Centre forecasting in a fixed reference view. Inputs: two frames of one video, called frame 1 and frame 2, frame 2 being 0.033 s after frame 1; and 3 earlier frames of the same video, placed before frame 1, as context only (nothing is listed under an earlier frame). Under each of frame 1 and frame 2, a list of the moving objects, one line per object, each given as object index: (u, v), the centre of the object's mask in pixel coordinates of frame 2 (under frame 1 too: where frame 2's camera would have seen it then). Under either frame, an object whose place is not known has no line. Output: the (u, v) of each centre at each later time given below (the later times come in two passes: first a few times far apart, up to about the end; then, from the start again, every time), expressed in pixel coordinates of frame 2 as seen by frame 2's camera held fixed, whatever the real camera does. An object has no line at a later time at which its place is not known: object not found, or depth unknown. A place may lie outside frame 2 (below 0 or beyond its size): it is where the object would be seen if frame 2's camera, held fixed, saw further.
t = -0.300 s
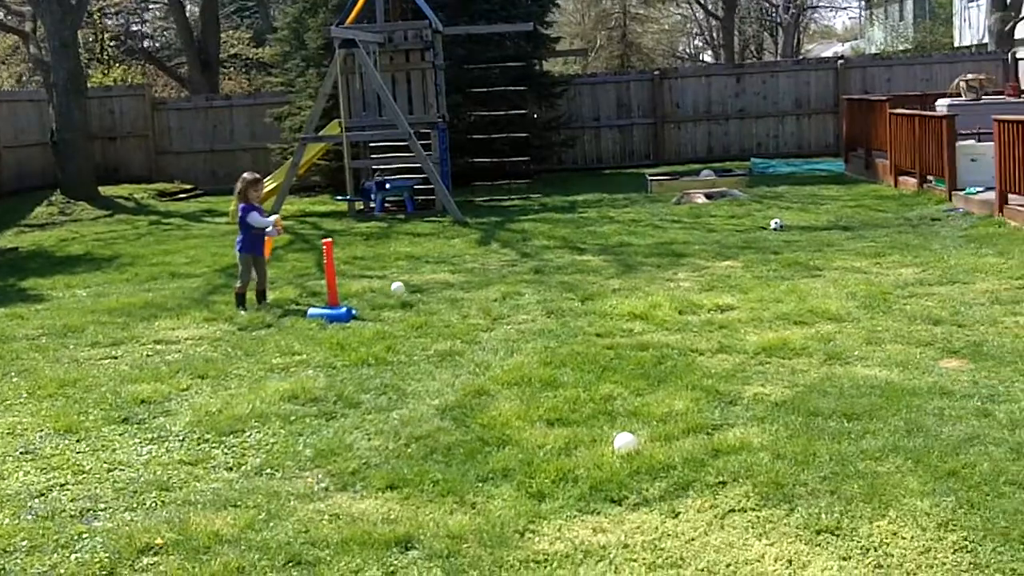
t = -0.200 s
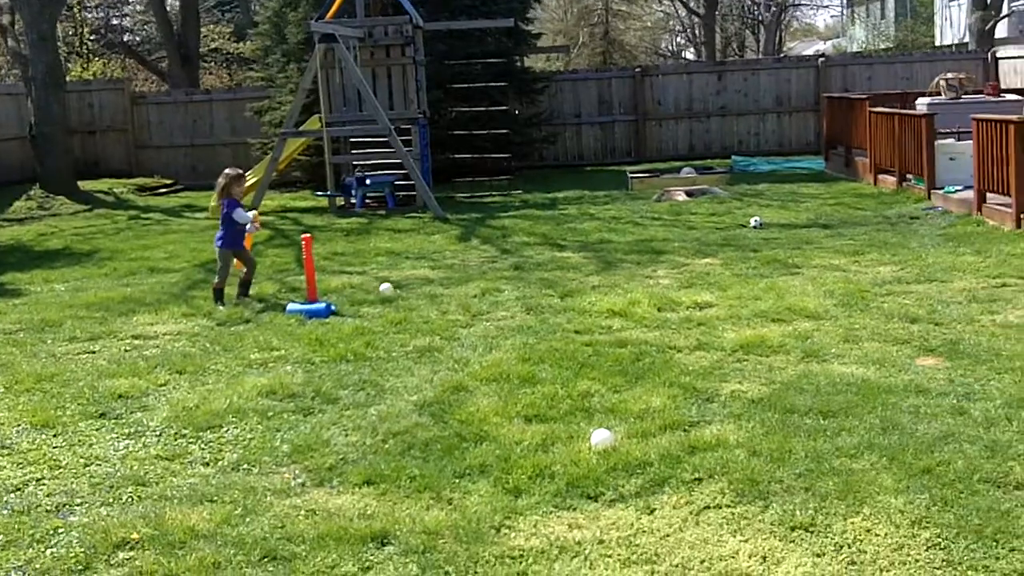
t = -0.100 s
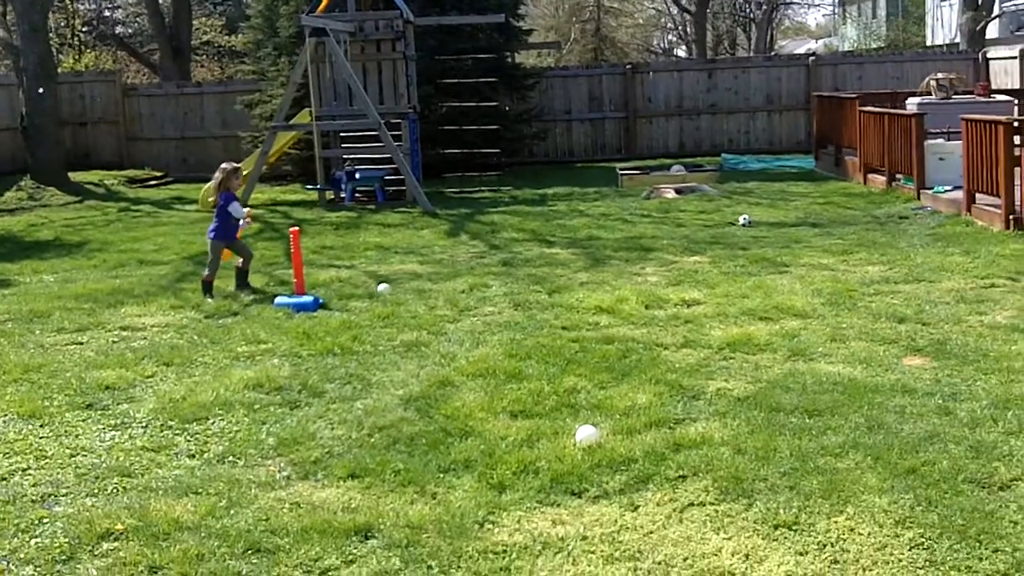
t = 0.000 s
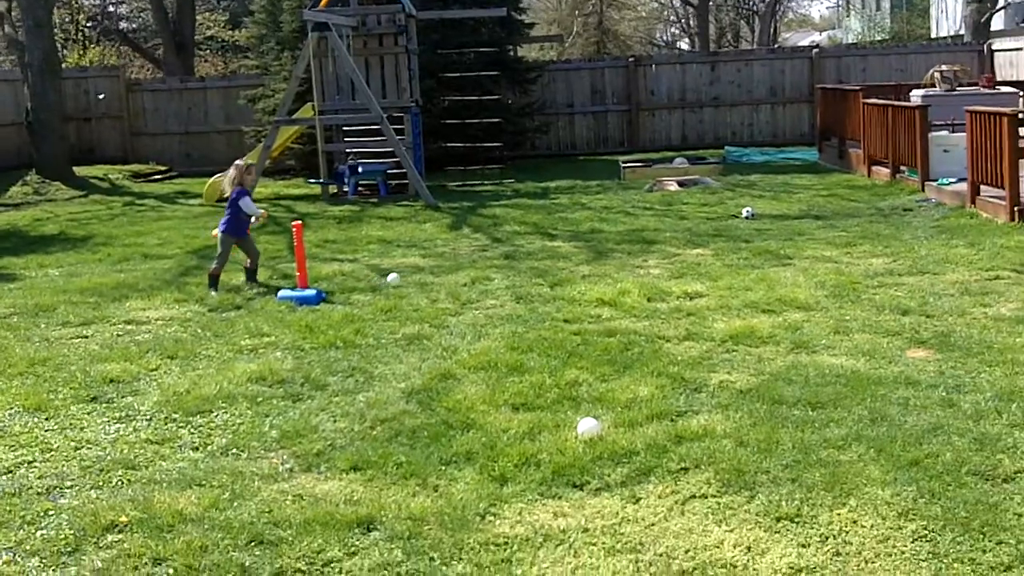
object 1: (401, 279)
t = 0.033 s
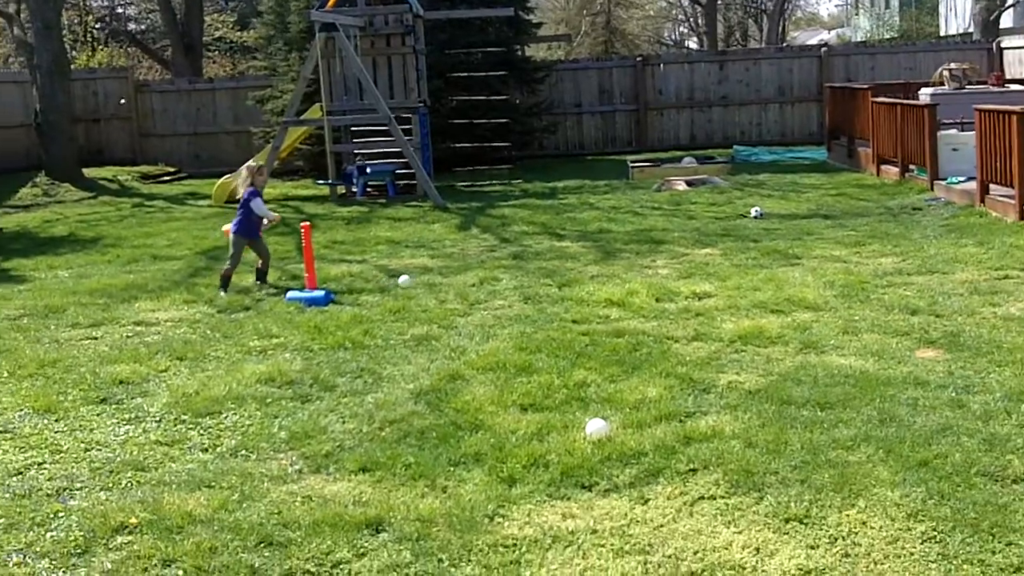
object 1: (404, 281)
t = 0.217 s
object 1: (417, 281)
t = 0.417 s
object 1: (427, 282)
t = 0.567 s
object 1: (429, 282)
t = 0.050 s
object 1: (406, 282)
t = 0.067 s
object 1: (407, 282)
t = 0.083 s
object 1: (408, 282)
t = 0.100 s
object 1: (409, 282)
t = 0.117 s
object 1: (410, 281)
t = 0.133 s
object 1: (411, 281)
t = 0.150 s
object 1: (412, 281)
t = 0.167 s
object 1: (413, 280)
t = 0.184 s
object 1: (414, 281)
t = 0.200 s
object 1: (415, 281)
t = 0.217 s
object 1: (417, 281)
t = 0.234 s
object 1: (418, 281)
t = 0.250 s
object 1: (420, 282)
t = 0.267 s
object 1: (420, 282)
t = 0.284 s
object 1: (422, 283)
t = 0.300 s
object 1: (423, 282)
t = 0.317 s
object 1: (424, 283)
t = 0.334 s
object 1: (425, 282)
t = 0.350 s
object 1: (425, 282)
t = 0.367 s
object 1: (425, 282)
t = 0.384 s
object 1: (427, 282)
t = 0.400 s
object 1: (427, 282)
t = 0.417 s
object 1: (427, 282)
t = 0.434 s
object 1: (428, 282)
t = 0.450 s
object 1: (428, 282)
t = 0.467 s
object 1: (429, 282)
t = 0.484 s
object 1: (429, 282)
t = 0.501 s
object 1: (429, 282)
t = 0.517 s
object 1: (429, 281)
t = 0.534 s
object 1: (429, 281)
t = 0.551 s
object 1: (429, 282)
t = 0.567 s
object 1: (429, 282)
